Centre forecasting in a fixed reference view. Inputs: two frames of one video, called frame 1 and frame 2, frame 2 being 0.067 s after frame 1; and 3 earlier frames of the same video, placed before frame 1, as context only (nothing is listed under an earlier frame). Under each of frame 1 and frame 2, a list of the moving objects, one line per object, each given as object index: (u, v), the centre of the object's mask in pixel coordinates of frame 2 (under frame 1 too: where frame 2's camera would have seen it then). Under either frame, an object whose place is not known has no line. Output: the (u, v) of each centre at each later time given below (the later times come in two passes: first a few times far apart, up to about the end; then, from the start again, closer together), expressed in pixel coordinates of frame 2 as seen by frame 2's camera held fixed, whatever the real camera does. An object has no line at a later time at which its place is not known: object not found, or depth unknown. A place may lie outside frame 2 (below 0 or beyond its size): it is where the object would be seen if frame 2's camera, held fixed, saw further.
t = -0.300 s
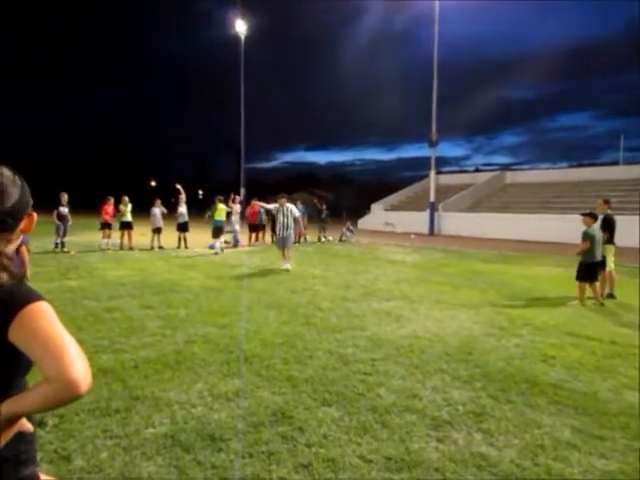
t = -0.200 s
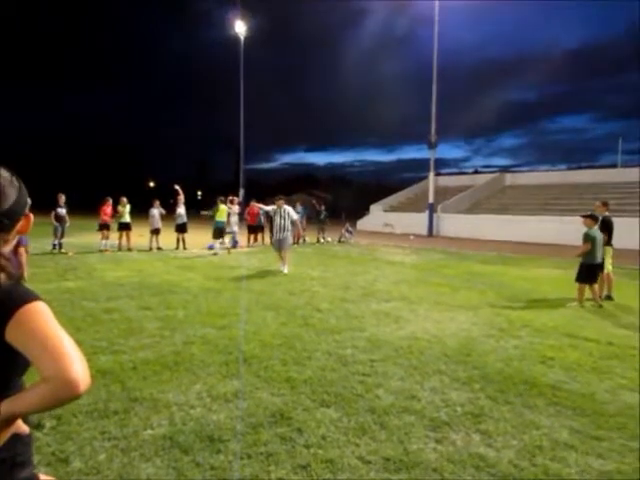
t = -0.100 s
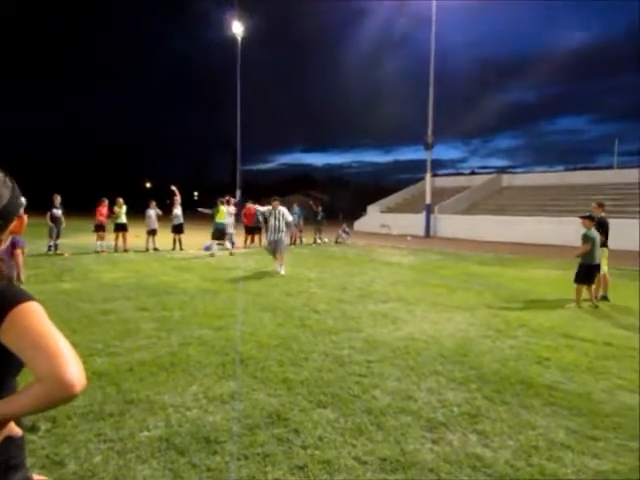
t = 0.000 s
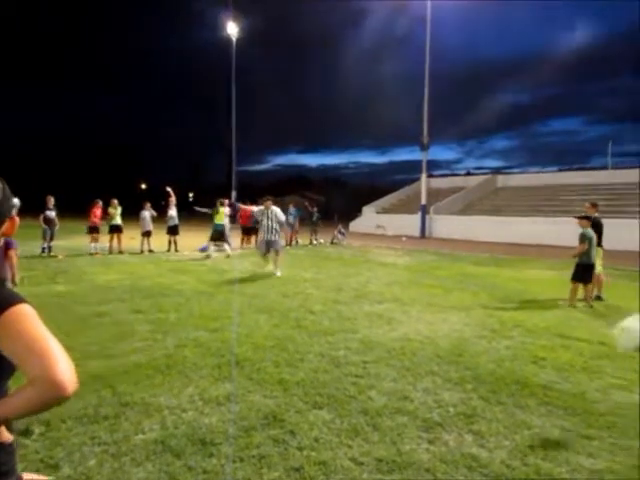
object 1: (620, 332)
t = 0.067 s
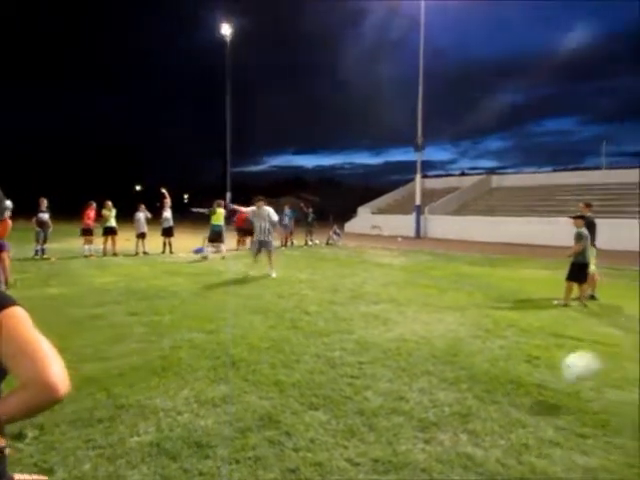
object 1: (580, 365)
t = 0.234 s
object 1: (532, 319)
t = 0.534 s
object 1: (489, 257)
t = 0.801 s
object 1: (461, 277)
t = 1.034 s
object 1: (437, 307)
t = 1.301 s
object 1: (412, 275)
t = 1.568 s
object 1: (391, 292)
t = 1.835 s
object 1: (373, 284)
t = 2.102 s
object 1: (358, 282)
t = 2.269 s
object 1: (353, 279)
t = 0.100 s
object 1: (557, 381)
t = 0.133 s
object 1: (548, 370)
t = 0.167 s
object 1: (542, 351)
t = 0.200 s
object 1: (538, 337)
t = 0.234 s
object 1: (532, 319)
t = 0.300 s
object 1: (520, 295)
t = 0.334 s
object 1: (517, 286)
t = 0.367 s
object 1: (512, 277)
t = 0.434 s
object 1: (503, 266)
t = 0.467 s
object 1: (499, 261)
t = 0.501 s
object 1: (493, 258)
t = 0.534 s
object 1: (489, 257)
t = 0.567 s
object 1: (486, 256)
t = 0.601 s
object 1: (483, 257)
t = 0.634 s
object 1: (479, 259)
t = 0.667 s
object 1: (474, 260)
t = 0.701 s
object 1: (468, 264)
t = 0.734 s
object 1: (465, 268)
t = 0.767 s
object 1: (463, 273)
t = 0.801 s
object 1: (461, 277)
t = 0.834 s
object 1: (456, 285)
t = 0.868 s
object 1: (454, 291)
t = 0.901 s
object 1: (450, 298)
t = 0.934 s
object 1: (445, 307)
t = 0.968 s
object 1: (443, 316)
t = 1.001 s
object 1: (440, 317)
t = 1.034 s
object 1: (437, 307)
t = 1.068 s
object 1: (434, 299)
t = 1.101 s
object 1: (432, 294)
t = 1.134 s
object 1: (426, 289)
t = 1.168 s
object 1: (424, 286)
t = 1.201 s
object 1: (420, 281)
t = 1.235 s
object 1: (417, 279)
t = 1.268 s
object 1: (414, 276)
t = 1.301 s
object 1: (412, 275)
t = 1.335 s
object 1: (408, 275)
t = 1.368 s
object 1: (407, 275)
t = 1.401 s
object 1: (401, 276)
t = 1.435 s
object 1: (399, 278)
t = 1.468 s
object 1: (396, 280)
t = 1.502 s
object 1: (394, 284)
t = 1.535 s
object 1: (392, 288)
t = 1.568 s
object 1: (391, 292)
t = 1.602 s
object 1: (388, 296)
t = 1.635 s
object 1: (384, 294)
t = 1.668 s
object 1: (382, 291)
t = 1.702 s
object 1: (381, 288)
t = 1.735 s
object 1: (378, 286)
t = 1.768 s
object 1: (378, 286)
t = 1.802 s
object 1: (374, 283)
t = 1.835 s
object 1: (373, 284)
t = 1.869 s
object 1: (370, 284)
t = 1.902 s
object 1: (369, 285)
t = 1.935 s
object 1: (366, 284)
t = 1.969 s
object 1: (365, 284)
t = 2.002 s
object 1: (364, 283)
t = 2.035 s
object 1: (362, 283)
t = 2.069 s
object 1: (361, 282)
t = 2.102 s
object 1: (358, 282)
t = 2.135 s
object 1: (356, 282)
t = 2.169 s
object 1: (355, 281)
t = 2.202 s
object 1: (355, 281)
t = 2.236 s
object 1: (353, 280)
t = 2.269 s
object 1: (353, 279)
